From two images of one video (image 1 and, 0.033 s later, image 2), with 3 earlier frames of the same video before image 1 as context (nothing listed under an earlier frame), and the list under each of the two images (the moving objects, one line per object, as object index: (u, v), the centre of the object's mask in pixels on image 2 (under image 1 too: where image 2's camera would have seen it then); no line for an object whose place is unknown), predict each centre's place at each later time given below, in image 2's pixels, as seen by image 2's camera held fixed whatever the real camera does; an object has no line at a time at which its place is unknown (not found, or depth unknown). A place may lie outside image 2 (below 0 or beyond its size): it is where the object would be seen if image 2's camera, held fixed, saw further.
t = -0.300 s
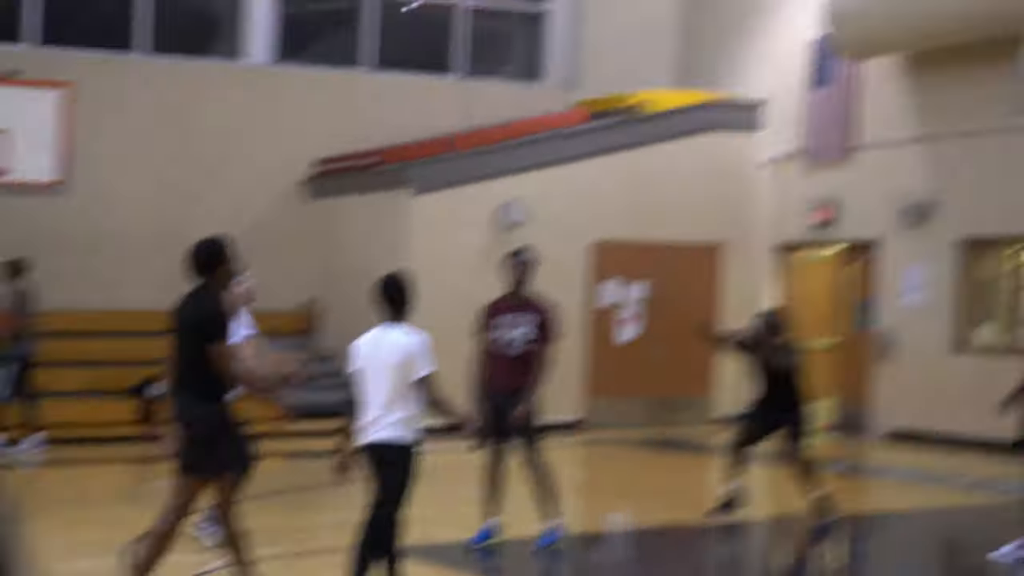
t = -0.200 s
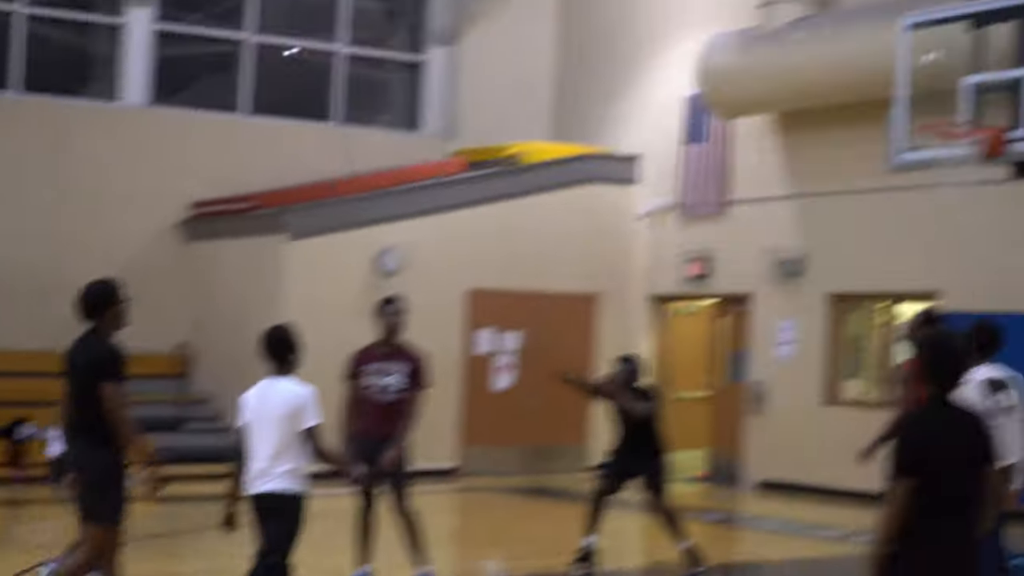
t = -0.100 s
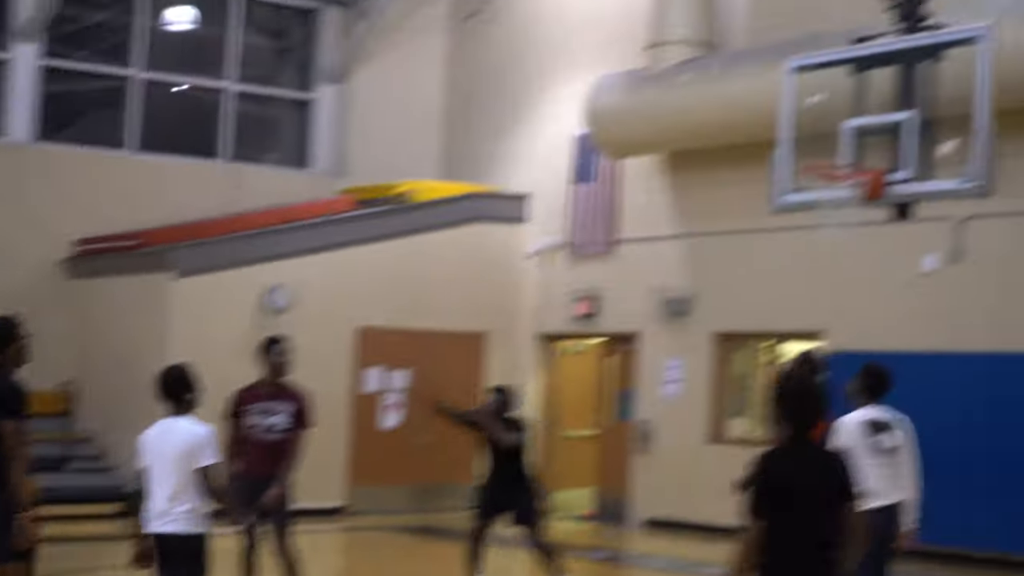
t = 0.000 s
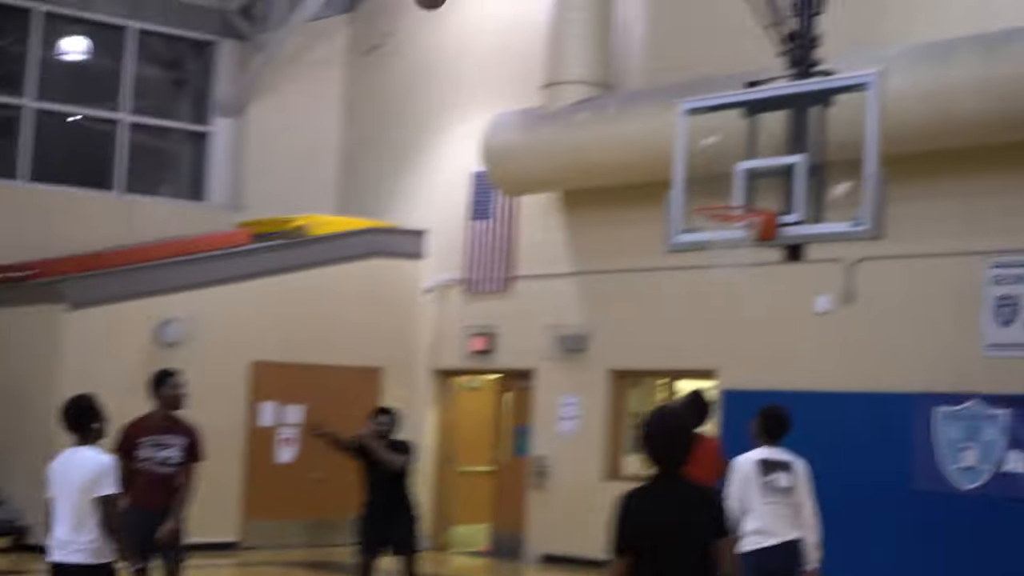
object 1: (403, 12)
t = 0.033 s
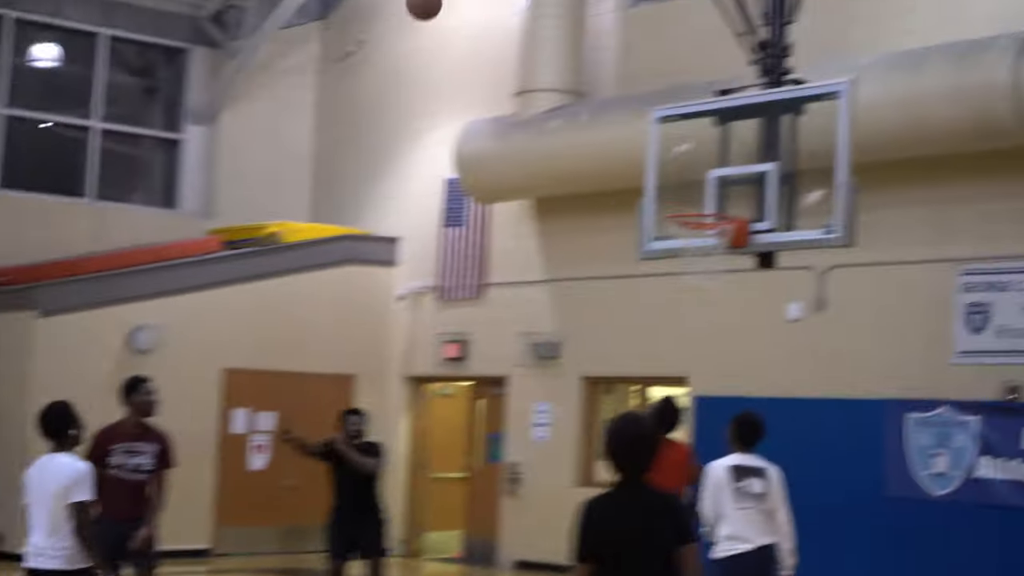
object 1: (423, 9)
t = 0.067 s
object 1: (445, 9)
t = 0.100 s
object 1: (464, 13)
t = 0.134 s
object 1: (483, 21)
